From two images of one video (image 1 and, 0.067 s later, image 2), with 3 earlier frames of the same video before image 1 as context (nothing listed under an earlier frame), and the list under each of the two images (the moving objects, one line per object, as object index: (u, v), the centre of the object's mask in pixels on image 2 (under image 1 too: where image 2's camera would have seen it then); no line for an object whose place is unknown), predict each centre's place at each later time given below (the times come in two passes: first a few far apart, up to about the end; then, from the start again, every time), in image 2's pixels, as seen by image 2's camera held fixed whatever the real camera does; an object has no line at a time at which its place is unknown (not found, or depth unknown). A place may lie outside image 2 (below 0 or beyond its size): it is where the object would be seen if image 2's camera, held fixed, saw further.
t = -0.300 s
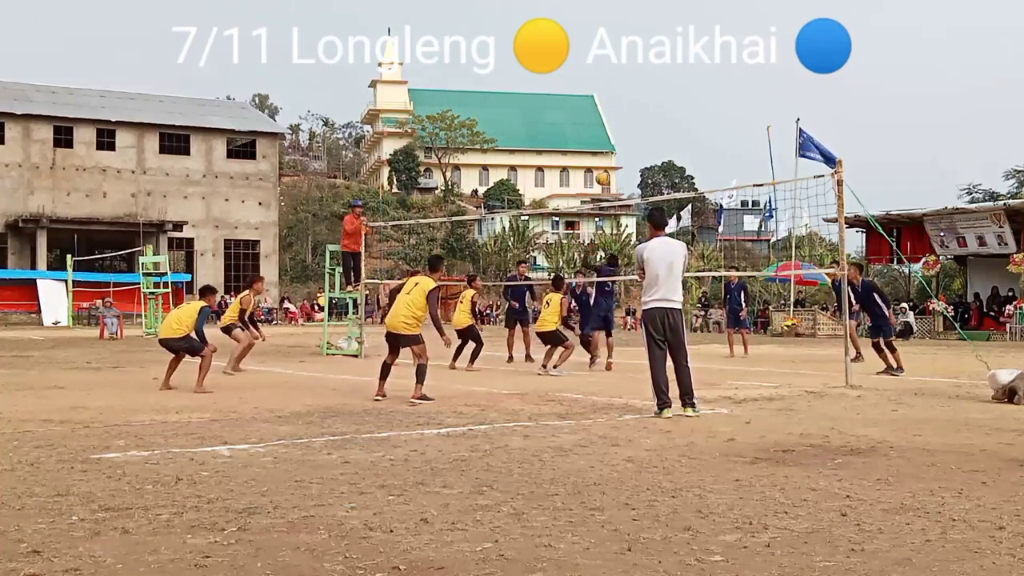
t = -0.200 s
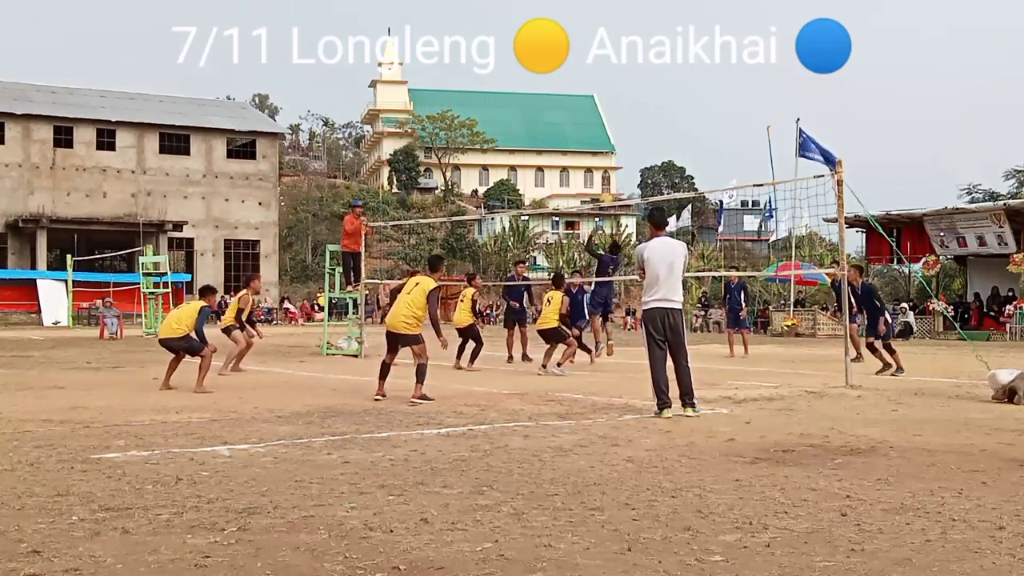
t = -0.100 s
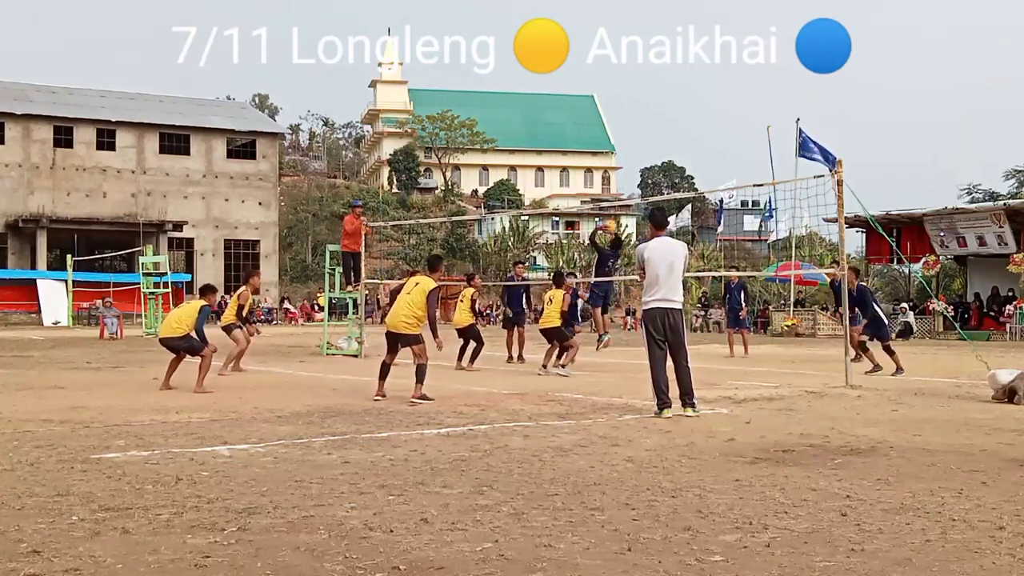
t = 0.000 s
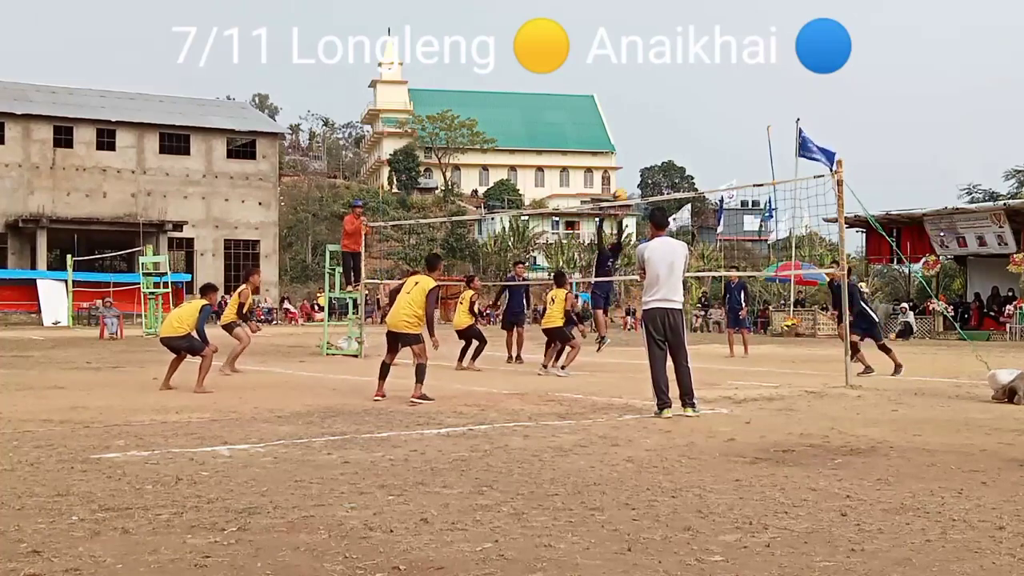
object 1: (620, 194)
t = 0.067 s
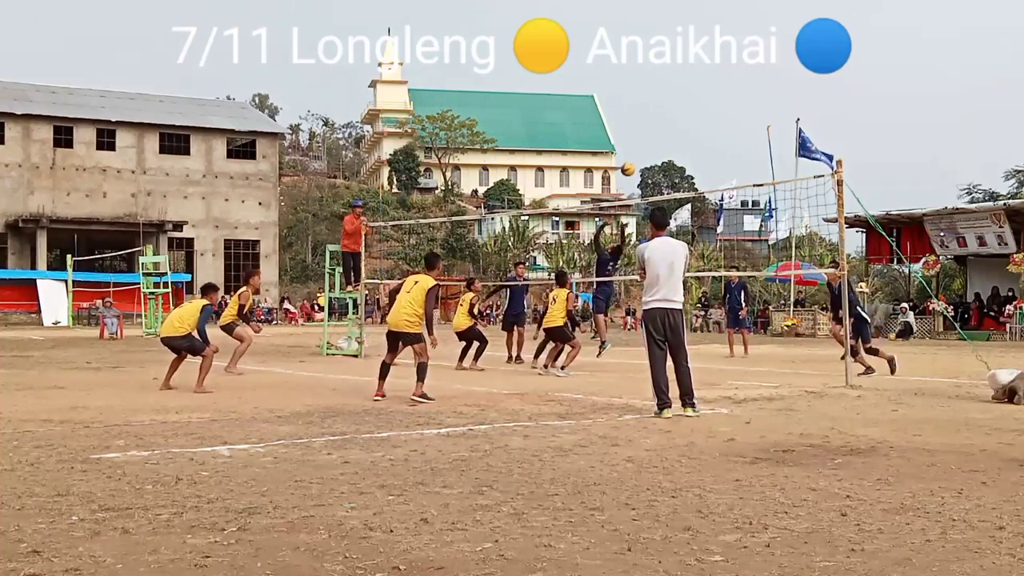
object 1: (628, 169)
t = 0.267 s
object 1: (651, 105)
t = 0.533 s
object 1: (680, 66)
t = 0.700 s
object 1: (699, 67)
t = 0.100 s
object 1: (632, 156)
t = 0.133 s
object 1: (635, 145)
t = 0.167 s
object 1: (640, 134)
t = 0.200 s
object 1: (643, 124)
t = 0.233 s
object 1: (647, 114)
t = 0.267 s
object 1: (651, 105)
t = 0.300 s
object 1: (655, 98)
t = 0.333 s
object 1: (658, 90)
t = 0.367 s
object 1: (662, 84)
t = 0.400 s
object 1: (666, 80)
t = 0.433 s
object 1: (669, 76)
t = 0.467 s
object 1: (673, 71)
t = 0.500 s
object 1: (677, 69)
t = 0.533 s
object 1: (680, 66)
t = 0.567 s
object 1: (684, 65)
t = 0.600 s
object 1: (688, 64)
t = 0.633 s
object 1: (692, 64)
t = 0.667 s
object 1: (696, 65)
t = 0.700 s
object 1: (699, 67)
